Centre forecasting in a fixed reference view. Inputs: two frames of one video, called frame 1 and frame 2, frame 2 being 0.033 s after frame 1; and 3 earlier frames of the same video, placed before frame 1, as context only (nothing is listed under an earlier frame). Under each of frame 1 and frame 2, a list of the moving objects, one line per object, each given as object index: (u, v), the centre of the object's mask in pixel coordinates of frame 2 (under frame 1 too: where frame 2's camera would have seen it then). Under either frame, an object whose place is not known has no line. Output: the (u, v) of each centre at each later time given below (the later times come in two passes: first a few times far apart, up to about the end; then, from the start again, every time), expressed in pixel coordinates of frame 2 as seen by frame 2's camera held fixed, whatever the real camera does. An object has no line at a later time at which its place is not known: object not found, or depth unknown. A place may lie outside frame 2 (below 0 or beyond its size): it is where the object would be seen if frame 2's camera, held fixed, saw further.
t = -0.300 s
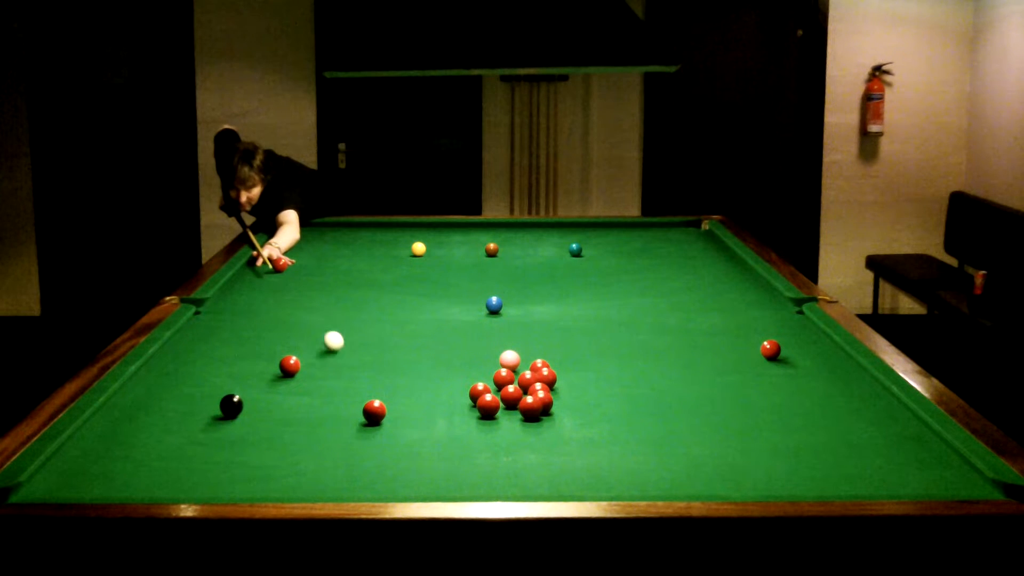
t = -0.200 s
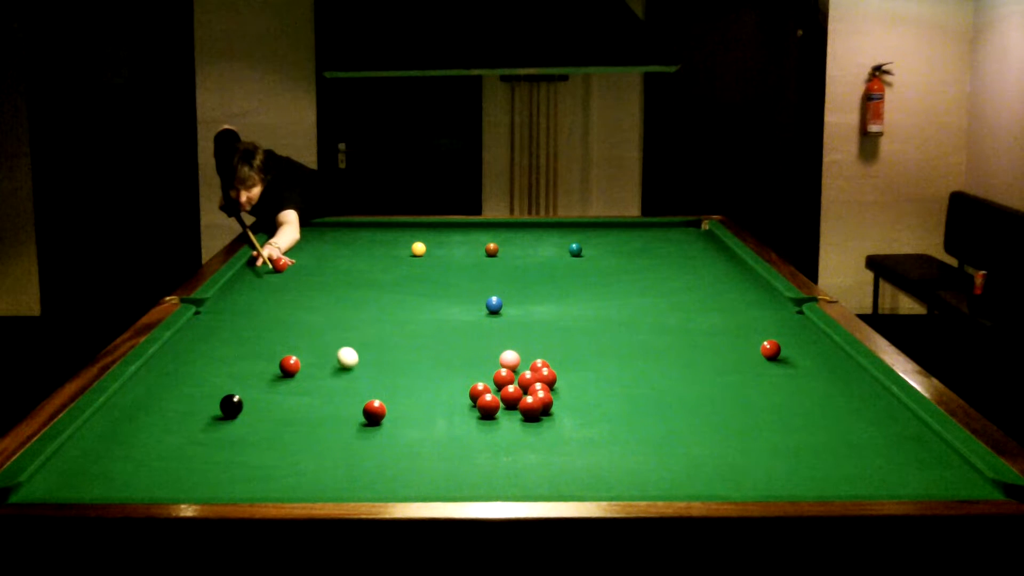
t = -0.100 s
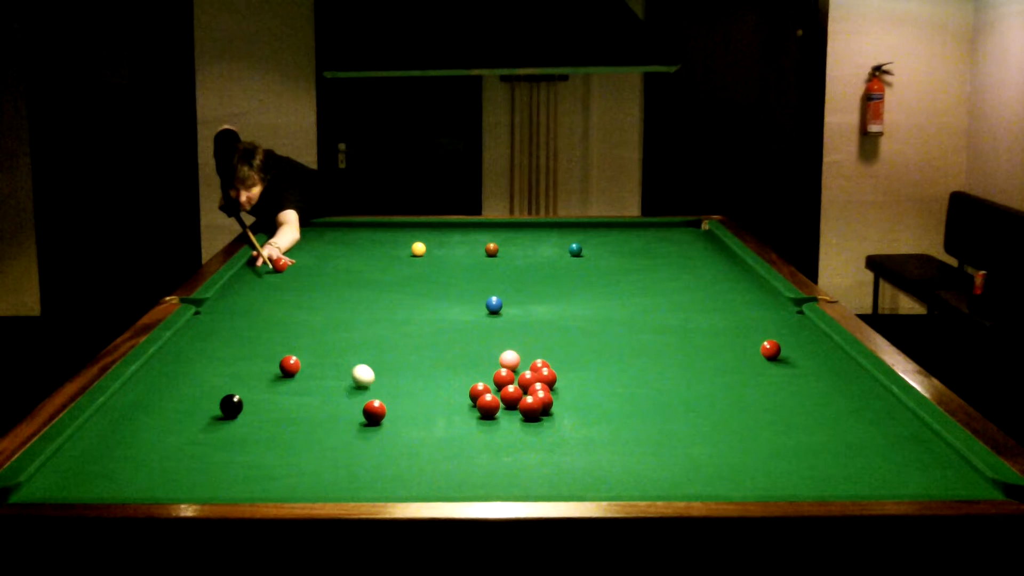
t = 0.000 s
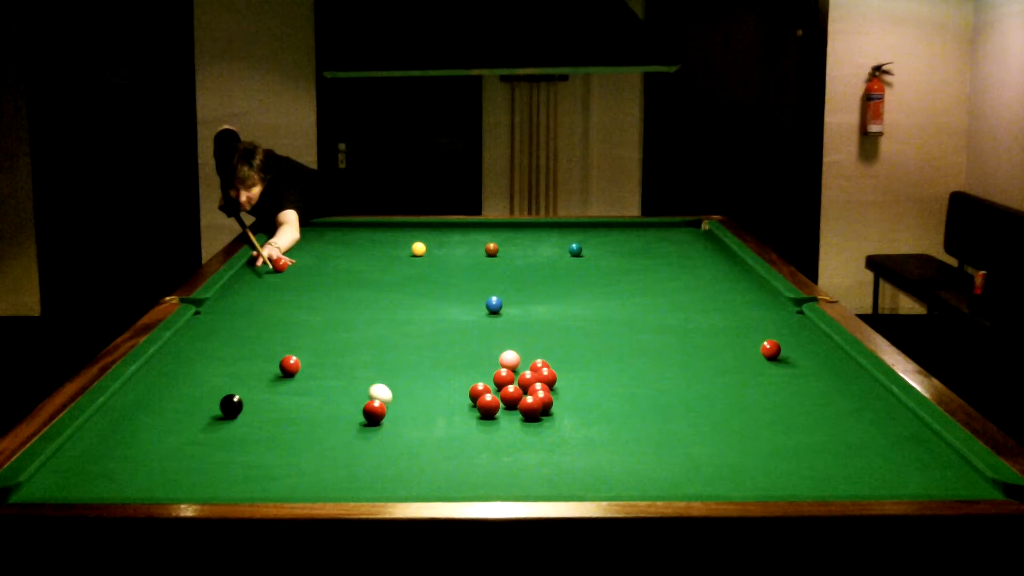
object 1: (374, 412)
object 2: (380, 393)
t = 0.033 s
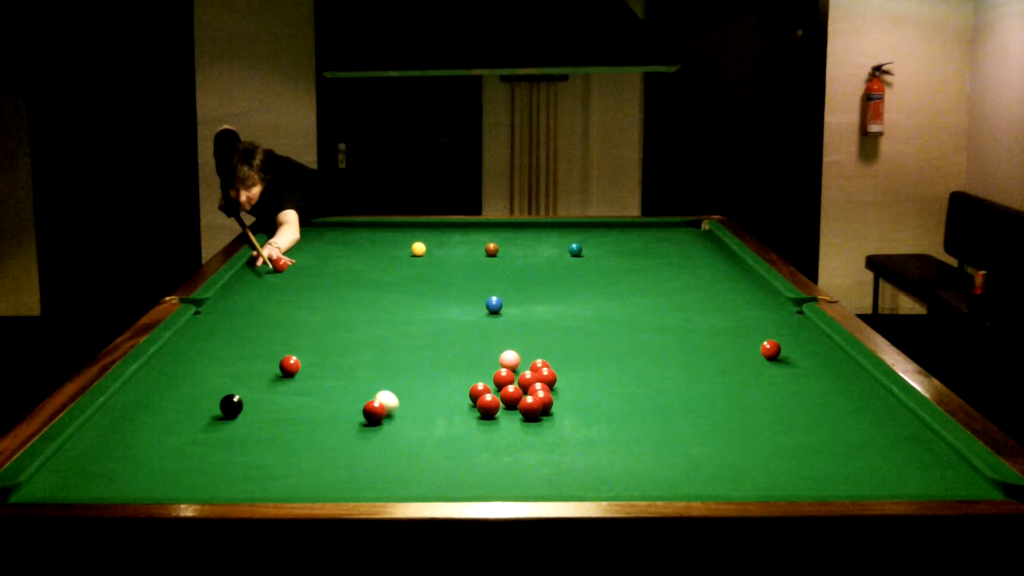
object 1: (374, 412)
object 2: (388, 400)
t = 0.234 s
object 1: (319, 434)
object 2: (478, 426)
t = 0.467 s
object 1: (257, 461)
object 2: (597, 461)
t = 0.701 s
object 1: (191, 485)
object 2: (721, 484)
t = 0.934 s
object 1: (153, 483)
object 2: (787, 462)
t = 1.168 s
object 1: (131, 469)
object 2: (846, 441)
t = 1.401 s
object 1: (112, 455)
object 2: (898, 423)
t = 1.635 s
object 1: (96, 443)
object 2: (866, 407)
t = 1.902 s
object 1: (92, 431)
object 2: (805, 391)
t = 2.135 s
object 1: (113, 423)
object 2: (757, 378)
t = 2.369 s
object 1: (132, 416)
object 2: (714, 367)
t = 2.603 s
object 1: (149, 409)
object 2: (675, 356)
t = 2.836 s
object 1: (165, 404)
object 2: (640, 347)
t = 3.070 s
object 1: (178, 399)
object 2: (609, 338)
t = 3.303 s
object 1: (190, 394)
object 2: (580, 331)
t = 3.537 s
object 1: (200, 390)
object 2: (554, 324)
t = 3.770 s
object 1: (208, 387)
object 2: (531, 317)
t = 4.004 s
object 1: (215, 384)
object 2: (510, 311)
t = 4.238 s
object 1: (220, 381)
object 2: (491, 307)
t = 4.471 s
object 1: (223, 379)
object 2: (474, 306)
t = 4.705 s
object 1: (226, 378)
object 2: (458, 305)
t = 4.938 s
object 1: (227, 377)
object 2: (445, 304)
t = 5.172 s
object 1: (227, 377)
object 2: (433, 303)
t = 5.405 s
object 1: (227, 377)
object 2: (423, 302)
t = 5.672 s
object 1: (227, 377)
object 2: (414, 302)
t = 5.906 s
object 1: (227, 377)
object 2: (407, 301)
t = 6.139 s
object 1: (227, 377)
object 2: (403, 301)
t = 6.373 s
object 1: (227, 377)
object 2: (399, 300)
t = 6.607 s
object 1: (227, 377)
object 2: (397, 300)
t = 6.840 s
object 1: (227, 377)
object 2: (397, 300)
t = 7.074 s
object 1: (227, 377)
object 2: (397, 300)
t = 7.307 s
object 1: (227, 377)
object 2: (397, 300)
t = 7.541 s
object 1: (227, 377)
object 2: (397, 300)
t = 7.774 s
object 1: (227, 377)
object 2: (397, 300)
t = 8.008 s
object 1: (227, 377)
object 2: (397, 300)
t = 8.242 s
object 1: (227, 377)
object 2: (397, 300)
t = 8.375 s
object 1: (227, 377)
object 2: (397, 300)
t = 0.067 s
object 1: (368, 414)
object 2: (399, 407)
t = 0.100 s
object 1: (357, 419)
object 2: (416, 410)
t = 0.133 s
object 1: (347, 423)
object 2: (432, 413)
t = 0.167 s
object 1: (337, 427)
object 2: (447, 418)
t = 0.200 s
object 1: (328, 431)
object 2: (463, 422)
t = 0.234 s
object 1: (319, 434)
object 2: (478, 426)
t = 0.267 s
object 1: (310, 439)
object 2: (494, 431)
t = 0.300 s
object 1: (301, 442)
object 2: (510, 435)
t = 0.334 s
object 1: (293, 445)
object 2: (526, 441)
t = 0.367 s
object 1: (284, 449)
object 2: (543, 445)
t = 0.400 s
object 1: (275, 452)
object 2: (561, 450)
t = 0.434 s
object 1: (266, 457)
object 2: (578, 456)
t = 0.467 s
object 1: (257, 461)
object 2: (597, 461)
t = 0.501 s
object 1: (248, 464)
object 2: (615, 466)
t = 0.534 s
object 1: (239, 468)
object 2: (633, 471)
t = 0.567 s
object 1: (229, 472)
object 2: (652, 476)
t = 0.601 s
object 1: (220, 476)
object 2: (672, 480)
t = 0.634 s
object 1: (210, 479)
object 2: (691, 484)
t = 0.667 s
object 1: (200, 482)
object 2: (711, 487)
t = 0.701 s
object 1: (191, 485)
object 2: (721, 484)
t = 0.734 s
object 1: (181, 487)
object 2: (730, 482)
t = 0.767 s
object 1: (171, 489)
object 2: (740, 479)
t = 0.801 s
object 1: (165, 489)
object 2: (749, 476)
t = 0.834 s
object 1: (162, 487)
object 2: (759, 473)
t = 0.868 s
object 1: (159, 486)
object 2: (769, 469)
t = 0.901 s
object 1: (156, 484)
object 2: (778, 465)
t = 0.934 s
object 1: (153, 483)
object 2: (787, 462)
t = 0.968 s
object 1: (149, 481)
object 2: (796, 459)
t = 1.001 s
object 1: (146, 480)
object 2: (805, 456)
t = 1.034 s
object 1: (143, 477)
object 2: (813, 453)
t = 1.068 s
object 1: (140, 475)
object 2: (821, 450)
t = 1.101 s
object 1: (137, 473)
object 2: (830, 447)
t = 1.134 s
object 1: (134, 471)
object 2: (838, 444)
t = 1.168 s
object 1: (131, 469)
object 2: (846, 441)
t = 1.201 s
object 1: (128, 467)
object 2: (854, 438)
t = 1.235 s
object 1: (126, 465)
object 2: (862, 436)
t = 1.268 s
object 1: (123, 463)
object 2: (869, 434)
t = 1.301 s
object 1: (120, 461)
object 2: (877, 431)
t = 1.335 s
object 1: (118, 459)
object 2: (884, 428)
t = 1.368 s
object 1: (115, 457)
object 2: (891, 426)
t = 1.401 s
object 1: (112, 455)
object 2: (898, 423)
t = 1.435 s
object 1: (110, 453)
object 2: (905, 421)
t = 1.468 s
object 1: (107, 452)
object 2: (910, 418)
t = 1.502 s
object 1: (105, 450)
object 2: (900, 415)
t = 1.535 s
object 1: (103, 448)
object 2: (891, 413)
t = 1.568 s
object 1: (100, 446)
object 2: (883, 411)
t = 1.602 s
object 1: (98, 444)
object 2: (874, 409)
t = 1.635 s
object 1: (96, 443)
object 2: (866, 407)
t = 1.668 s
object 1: (93, 441)
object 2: (858, 405)
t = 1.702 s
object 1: (91, 439)
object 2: (850, 402)
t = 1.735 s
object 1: (89, 438)
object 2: (842, 400)
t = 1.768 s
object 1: (87, 436)
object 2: (835, 398)
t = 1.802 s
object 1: (85, 435)
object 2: (827, 397)
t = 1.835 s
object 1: (85, 434)
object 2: (819, 395)
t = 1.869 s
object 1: (88, 432)
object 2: (812, 392)
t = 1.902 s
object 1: (92, 431)
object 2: (805, 391)
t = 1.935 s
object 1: (95, 430)
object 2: (798, 389)
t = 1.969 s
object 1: (98, 429)
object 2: (790, 387)
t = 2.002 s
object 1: (101, 427)
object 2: (784, 385)
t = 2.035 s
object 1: (104, 426)
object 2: (777, 383)
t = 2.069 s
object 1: (107, 425)
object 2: (770, 381)
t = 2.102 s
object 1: (110, 424)
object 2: (763, 380)
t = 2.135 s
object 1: (113, 423)
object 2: (757, 378)
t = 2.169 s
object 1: (116, 422)
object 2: (750, 376)
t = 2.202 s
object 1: (118, 421)
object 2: (744, 374)
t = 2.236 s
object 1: (121, 420)
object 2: (738, 373)
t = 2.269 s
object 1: (124, 419)
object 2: (732, 371)
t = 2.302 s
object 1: (127, 418)
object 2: (726, 370)
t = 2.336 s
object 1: (129, 416)
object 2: (720, 368)
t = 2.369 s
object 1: (132, 416)
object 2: (714, 367)
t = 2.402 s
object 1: (134, 415)
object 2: (708, 365)
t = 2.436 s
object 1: (137, 414)
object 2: (702, 364)
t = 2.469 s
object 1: (139, 413)
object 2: (697, 362)
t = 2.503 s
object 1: (142, 412)
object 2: (691, 361)
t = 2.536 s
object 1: (144, 411)
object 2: (686, 359)
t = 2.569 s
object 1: (147, 410)
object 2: (681, 358)
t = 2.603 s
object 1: (149, 409)
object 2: (675, 356)
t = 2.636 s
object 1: (151, 408)
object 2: (670, 355)
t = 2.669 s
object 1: (154, 408)
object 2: (665, 353)
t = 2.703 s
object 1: (156, 407)
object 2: (660, 352)
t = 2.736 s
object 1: (158, 406)
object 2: (655, 350)
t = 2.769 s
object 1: (160, 405)
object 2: (650, 349)
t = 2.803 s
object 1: (162, 404)
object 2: (645, 348)
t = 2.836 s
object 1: (165, 404)
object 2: (640, 347)
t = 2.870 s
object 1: (167, 403)
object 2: (636, 345)
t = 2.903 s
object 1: (169, 402)
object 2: (631, 344)
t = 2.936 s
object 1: (171, 401)
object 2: (626, 343)
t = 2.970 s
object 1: (173, 401)
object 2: (622, 342)
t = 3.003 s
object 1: (174, 400)
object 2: (617, 341)
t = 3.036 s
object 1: (176, 399)
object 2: (613, 339)
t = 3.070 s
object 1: (178, 399)
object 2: (609, 338)
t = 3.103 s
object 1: (180, 398)
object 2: (605, 337)
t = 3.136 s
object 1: (182, 397)
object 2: (600, 336)
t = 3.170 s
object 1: (184, 396)
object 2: (596, 335)
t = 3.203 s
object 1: (185, 396)
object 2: (592, 334)
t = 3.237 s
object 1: (187, 395)
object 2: (588, 333)
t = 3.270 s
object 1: (188, 395)
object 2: (584, 332)
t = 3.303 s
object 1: (190, 394)
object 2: (580, 331)
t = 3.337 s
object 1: (192, 393)
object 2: (577, 330)
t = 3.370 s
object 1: (193, 393)
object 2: (573, 329)
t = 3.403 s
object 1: (194, 392)
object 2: (569, 328)
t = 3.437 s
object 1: (196, 392)
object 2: (565, 326)
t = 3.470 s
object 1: (197, 391)
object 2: (562, 326)
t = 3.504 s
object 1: (199, 391)
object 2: (558, 325)
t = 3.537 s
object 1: (200, 390)
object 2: (554, 324)
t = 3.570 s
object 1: (201, 389)
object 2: (551, 323)
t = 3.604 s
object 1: (203, 389)
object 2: (548, 322)
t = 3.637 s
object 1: (204, 388)
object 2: (544, 321)
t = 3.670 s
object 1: (205, 388)
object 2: (541, 320)
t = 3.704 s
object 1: (206, 387)
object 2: (538, 319)
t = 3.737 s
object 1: (207, 387)
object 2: (534, 318)
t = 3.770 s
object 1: (208, 387)
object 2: (531, 317)
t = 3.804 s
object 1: (210, 386)
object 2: (528, 316)
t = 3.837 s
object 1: (211, 386)
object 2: (525, 316)
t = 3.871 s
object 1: (211, 385)
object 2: (522, 315)
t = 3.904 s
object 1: (212, 385)
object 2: (519, 314)
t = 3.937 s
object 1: (213, 385)
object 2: (516, 313)
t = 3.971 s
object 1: (214, 384)
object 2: (513, 312)
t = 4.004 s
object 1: (215, 384)
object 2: (510, 311)
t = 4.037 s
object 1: (215, 383)
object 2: (507, 311)
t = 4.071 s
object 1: (216, 383)
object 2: (504, 310)
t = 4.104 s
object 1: (217, 383)
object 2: (501, 309)
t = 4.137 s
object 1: (217, 382)
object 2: (499, 308)
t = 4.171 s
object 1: (218, 382)
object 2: (496, 308)
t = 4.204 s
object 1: (219, 382)
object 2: (493, 307)
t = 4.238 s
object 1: (220, 381)
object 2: (491, 307)
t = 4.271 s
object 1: (220, 381)
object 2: (488, 307)
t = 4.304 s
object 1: (221, 381)
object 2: (486, 307)
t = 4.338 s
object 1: (221, 380)
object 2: (483, 307)
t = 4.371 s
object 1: (222, 380)
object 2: (481, 306)
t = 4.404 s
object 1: (222, 380)
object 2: (478, 306)
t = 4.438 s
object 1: (223, 380)
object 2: (476, 306)
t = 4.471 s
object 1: (223, 379)
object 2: (474, 306)
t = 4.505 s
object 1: (224, 379)
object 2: (471, 305)
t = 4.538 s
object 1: (224, 379)
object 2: (469, 305)
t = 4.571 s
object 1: (225, 379)
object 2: (467, 305)
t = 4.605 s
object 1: (225, 379)
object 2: (465, 305)
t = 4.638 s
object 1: (225, 378)
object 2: (463, 305)
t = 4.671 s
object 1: (226, 378)
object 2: (460, 305)
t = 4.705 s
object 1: (226, 378)
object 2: (458, 305)
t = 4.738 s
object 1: (226, 378)
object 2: (457, 304)
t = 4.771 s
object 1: (226, 378)
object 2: (455, 304)
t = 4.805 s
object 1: (226, 378)
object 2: (453, 304)
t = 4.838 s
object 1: (227, 378)
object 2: (451, 304)
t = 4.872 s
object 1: (227, 377)
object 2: (449, 304)
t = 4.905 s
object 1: (227, 377)
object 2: (447, 304)
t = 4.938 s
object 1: (227, 377)
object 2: (445, 304)
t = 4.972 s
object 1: (227, 377)
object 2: (443, 303)
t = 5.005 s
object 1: (227, 377)
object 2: (441, 304)
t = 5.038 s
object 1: (227, 377)
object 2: (440, 303)
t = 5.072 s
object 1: (227, 377)
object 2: (438, 303)
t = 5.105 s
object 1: (227, 377)
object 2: (436, 303)
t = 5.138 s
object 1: (227, 377)
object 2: (435, 303)
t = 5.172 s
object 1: (227, 377)
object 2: (433, 303)
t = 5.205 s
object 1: (227, 377)
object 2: (432, 303)
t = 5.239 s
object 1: (227, 377)
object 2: (430, 303)
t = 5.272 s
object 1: (227, 377)
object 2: (429, 302)
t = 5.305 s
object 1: (227, 377)
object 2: (427, 302)
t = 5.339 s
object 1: (227, 377)
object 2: (426, 302)
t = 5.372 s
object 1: (227, 377)
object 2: (424, 302)
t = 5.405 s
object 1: (227, 377)
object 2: (423, 302)
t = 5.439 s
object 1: (227, 377)
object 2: (422, 302)
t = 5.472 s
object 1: (227, 377)
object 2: (421, 302)
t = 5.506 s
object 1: (227, 377)
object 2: (419, 302)
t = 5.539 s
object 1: (227, 377)
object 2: (418, 302)
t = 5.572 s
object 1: (227, 377)
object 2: (417, 301)
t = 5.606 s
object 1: (227, 377)
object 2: (416, 302)
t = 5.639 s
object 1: (227, 377)
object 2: (415, 301)
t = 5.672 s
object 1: (227, 377)
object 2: (414, 302)
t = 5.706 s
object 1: (227, 377)
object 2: (413, 301)
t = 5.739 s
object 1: (227, 377)
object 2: (412, 301)
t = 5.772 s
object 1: (227, 377)
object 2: (411, 301)
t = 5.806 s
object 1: (227, 377)
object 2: (410, 301)
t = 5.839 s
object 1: (227, 377)
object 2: (409, 301)
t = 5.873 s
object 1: (227, 377)
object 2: (408, 301)
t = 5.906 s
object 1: (227, 377)
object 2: (407, 301)
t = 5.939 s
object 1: (227, 377)
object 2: (407, 301)
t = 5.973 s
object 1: (227, 377)
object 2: (406, 301)
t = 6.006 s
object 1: (227, 377)
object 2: (405, 301)
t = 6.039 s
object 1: (227, 377)
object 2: (404, 301)
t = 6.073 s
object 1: (227, 377)
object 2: (404, 301)
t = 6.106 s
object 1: (227, 377)
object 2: (403, 301)
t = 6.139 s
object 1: (227, 377)
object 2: (403, 301)
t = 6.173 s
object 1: (227, 377)
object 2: (402, 301)
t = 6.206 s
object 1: (227, 377)
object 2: (401, 300)
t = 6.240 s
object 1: (227, 377)
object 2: (401, 300)
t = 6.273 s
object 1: (227, 377)
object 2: (401, 300)
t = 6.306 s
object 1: (227, 377)
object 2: (400, 300)
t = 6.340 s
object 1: (227, 377)
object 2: (400, 300)
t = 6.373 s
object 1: (227, 377)
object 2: (399, 300)
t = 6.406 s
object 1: (227, 377)
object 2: (399, 301)
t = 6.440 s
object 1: (227, 377)
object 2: (398, 300)
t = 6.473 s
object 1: (227, 377)
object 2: (398, 300)
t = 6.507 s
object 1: (227, 377)
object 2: (398, 300)
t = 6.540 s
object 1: (227, 377)
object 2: (397, 300)
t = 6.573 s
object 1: (227, 377)
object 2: (397, 300)
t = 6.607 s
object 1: (227, 377)
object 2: (397, 300)
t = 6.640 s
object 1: (227, 377)
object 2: (397, 300)
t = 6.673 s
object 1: (227, 377)
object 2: (397, 300)
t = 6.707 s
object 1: (227, 377)
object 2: (397, 300)
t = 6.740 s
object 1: (227, 377)
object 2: (397, 300)
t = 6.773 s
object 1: (227, 377)
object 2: (397, 300)
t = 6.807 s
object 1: (227, 377)
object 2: (397, 300)
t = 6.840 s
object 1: (227, 377)
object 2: (397, 300)
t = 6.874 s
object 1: (227, 377)
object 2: (397, 300)
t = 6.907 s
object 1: (227, 377)
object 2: (397, 300)
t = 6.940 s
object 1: (227, 377)
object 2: (397, 300)
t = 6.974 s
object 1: (227, 377)
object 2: (397, 300)
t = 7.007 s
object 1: (227, 377)
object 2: (397, 300)
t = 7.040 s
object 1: (227, 377)
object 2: (397, 300)
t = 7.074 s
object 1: (227, 377)
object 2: (397, 300)
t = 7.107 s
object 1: (227, 377)
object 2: (397, 300)
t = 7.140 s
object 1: (227, 377)
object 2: (397, 300)
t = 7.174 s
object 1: (227, 377)
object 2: (397, 300)
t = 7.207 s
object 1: (227, 377)
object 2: (397, 300)
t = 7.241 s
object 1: (227, 377)
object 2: (397, 300)
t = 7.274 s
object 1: (227, 377)
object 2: (397, 300)
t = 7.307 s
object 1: (227, 377)
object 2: (397, 300)
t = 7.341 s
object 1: (227, 377)
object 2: (397, 300)
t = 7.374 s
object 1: (227, 377)
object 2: (397, 300)
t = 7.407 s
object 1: (227, 377)
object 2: (397, 300)
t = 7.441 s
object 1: (227, 377)
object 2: (397, 300)
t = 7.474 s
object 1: (227, 377)
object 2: (397, 300)
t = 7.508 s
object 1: (227, 377)
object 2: (397, 300)
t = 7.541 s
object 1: (227, 377)
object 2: (397, 300)
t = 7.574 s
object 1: (227, 377)
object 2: (397, 300)
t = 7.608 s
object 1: (227, 377)
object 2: (397, 300)
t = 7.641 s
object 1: (227, 377)
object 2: (397, 300)
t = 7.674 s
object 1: (227, 377)
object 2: (397, 300)
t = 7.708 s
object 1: (227, 377)
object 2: (397, 300)
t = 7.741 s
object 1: (227, 377)
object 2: (397, 300)
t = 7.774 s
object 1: (227, 377)
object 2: (397, 300)
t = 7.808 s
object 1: (227, 377)
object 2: (397, 300)
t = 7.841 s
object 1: (227, 377)
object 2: (397, 300)
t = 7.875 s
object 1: (227, 377)
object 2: (397, 300)
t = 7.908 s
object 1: (227, 377)
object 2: (397, 300)
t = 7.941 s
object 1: (227, 377)
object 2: (397, 300)
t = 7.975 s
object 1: (227, 377)
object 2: (397, 300)
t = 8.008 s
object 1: (227, 377)
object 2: (397, 300)
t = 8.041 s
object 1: (227, 377)
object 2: (397, 300)
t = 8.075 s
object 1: (227, 377)
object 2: (397, 300)
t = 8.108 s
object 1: (227, 377)
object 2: (397, 300)
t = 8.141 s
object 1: (227, 377)
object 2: (397, 300)
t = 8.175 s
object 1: (227, 377)
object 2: (397, 300)
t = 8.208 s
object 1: (227, 377)
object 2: (397, 300)
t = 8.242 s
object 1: (227, 377)
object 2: (397, 300)
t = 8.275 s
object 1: (227, 377)
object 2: (397, 300)
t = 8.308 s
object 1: (227, 377)
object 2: (397, 300)
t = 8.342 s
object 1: (227, 377)
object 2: (397, 300)
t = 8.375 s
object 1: (227, 377)
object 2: (397, 300)
